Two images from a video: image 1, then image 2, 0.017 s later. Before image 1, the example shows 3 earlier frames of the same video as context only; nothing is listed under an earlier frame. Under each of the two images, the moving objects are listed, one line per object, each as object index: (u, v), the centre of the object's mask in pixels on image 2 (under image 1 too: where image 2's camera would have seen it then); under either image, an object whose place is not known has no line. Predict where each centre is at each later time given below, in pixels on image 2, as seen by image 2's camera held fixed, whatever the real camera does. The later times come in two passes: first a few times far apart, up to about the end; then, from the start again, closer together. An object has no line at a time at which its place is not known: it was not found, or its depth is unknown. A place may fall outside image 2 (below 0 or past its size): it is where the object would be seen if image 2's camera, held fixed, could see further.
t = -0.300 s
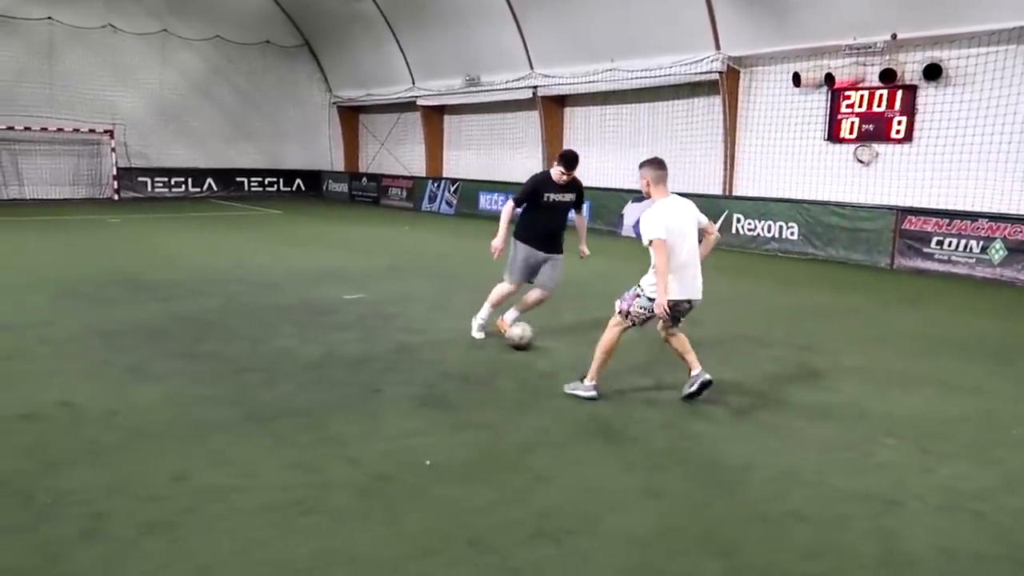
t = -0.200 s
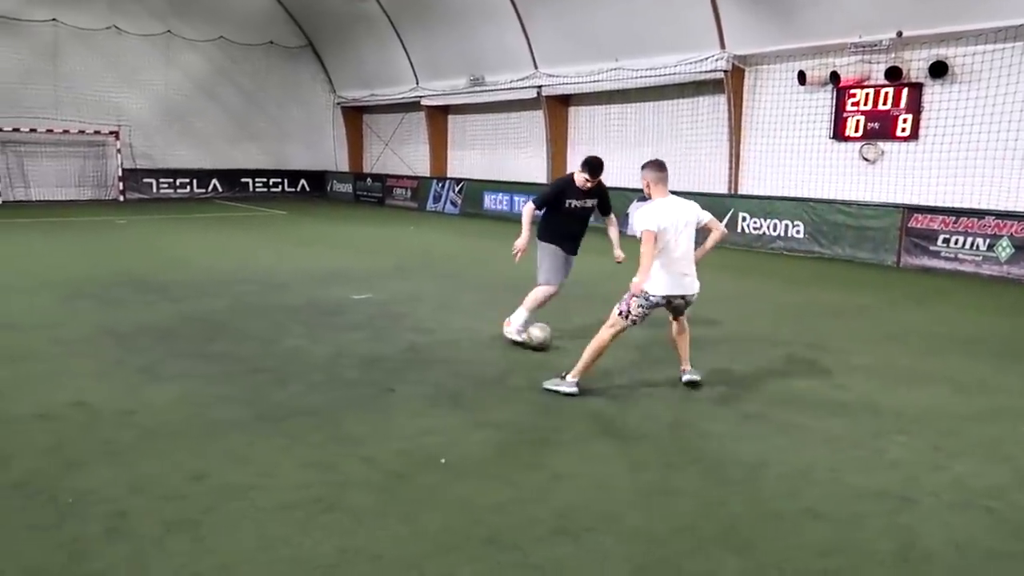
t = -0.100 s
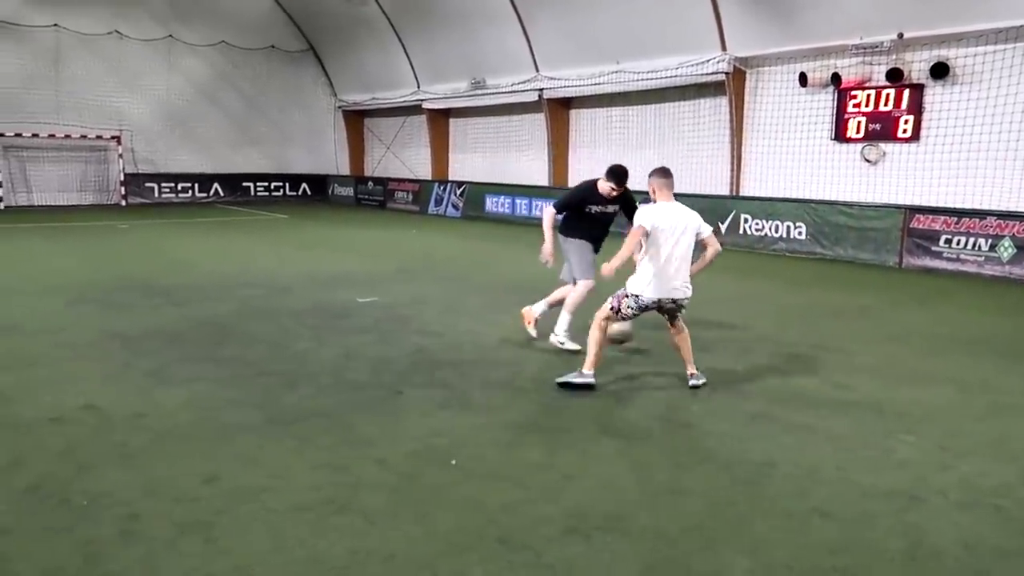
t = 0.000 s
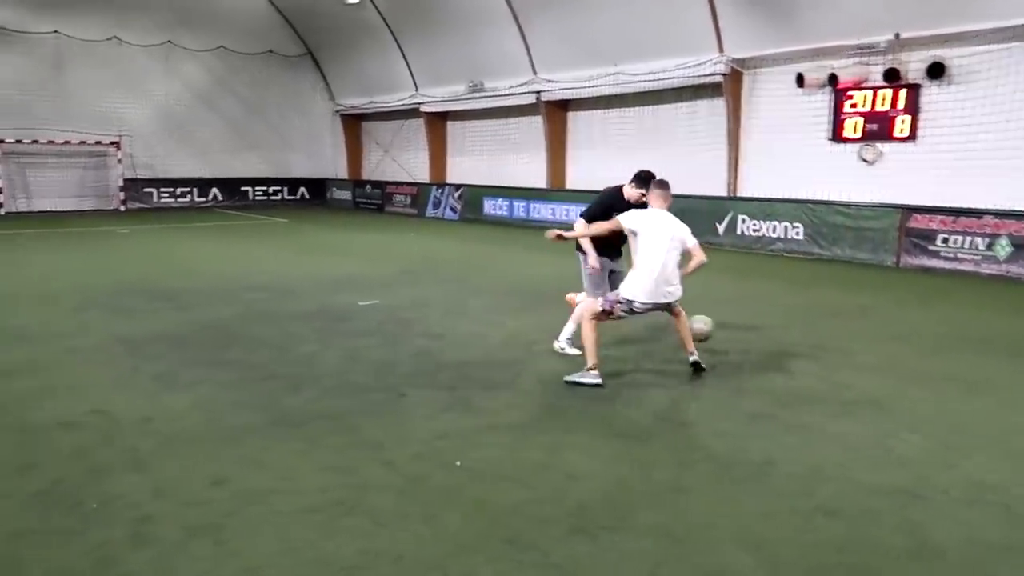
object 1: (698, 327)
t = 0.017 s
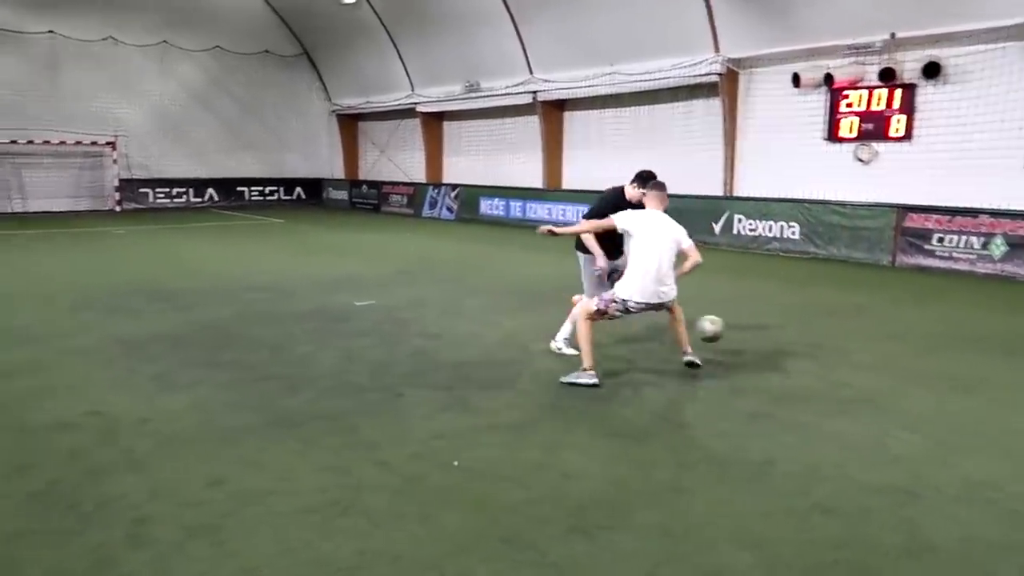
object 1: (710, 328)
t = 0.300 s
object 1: (897, 334)
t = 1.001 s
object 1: (1196, 350)
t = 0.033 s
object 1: (723, 329)
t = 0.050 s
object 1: (736, 330)
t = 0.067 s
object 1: (750, 332)
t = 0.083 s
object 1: (762, 334)
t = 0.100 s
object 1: (775, 336)
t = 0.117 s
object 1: (789, 338)
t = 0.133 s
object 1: (802, 341)
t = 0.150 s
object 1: (815, 344)
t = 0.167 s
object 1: (825, 342)
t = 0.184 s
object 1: (834, 340)
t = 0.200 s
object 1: (844, 339)
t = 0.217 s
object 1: (853, 337)
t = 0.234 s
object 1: (863, 335)
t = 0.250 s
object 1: (873, 334)
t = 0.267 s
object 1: (881, 334)
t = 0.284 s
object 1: (888, 334)
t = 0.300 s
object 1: (897, 334)
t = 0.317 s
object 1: (905, 334)
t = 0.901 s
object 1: (1154, 348)
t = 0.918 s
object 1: (1161, 348)
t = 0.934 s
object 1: (1167, 348)
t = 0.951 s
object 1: (1175, 349)
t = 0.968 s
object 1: (1182, 350)
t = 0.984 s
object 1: (1189, 351)
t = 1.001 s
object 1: (1196, 350)
